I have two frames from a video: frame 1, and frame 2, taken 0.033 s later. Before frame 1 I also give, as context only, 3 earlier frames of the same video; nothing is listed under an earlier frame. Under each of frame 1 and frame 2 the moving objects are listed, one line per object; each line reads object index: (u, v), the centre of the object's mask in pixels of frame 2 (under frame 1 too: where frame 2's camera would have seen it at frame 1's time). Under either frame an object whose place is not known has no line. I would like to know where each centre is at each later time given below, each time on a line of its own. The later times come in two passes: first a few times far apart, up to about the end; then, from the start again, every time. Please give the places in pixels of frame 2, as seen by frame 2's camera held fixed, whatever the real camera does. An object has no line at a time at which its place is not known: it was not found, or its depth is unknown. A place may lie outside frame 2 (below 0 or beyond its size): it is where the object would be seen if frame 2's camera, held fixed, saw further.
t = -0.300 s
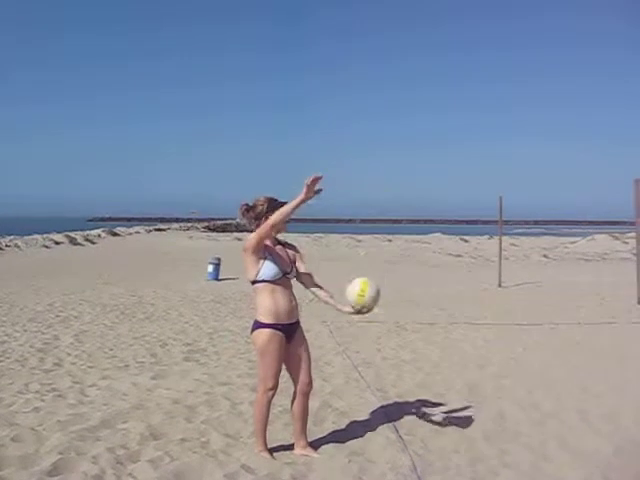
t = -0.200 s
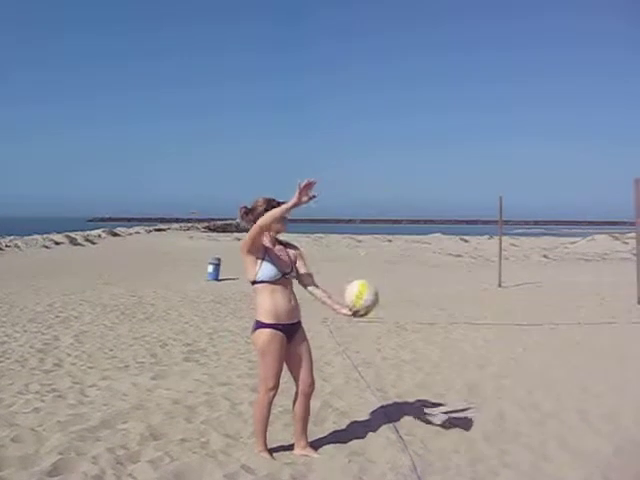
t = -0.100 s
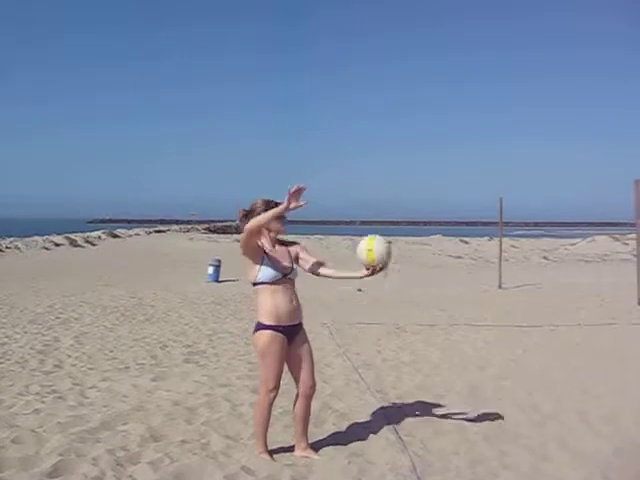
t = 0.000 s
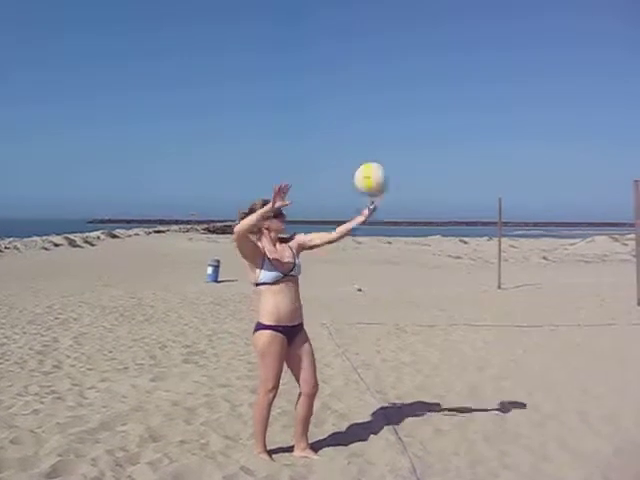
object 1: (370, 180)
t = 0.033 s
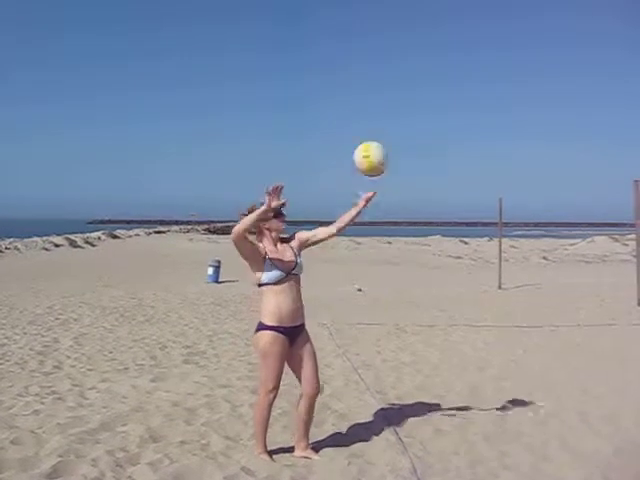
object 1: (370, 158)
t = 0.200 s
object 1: (364, 80)
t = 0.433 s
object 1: (355, 43)
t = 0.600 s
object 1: (349, 68)
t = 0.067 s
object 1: (368, 139)
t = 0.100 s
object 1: (367, 122)
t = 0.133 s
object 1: (366, 106)
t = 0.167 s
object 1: (365, 92)
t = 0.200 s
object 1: (364, 80)
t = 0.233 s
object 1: (362, 69)
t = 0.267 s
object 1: (361, 61)
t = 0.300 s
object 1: (359, 54)
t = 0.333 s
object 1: (358, 49)
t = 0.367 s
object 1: (357, 45)
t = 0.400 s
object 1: (356, 44)
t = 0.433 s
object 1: (355, 43)
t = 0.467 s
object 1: (354, 45)
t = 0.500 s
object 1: (352, 48)
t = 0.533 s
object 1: (351, 53)
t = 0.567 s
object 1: (350, 60)
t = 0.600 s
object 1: (349, 68)
